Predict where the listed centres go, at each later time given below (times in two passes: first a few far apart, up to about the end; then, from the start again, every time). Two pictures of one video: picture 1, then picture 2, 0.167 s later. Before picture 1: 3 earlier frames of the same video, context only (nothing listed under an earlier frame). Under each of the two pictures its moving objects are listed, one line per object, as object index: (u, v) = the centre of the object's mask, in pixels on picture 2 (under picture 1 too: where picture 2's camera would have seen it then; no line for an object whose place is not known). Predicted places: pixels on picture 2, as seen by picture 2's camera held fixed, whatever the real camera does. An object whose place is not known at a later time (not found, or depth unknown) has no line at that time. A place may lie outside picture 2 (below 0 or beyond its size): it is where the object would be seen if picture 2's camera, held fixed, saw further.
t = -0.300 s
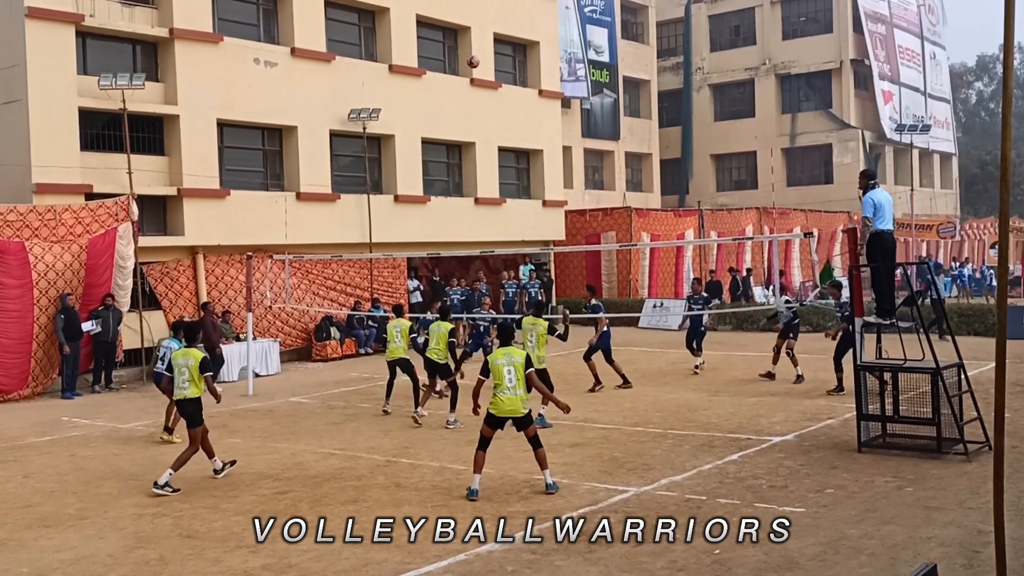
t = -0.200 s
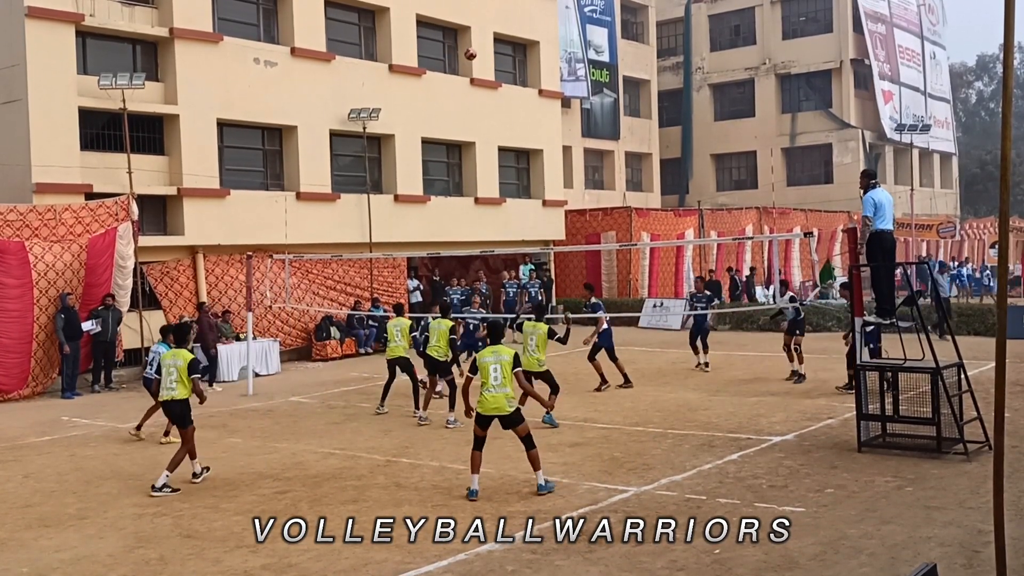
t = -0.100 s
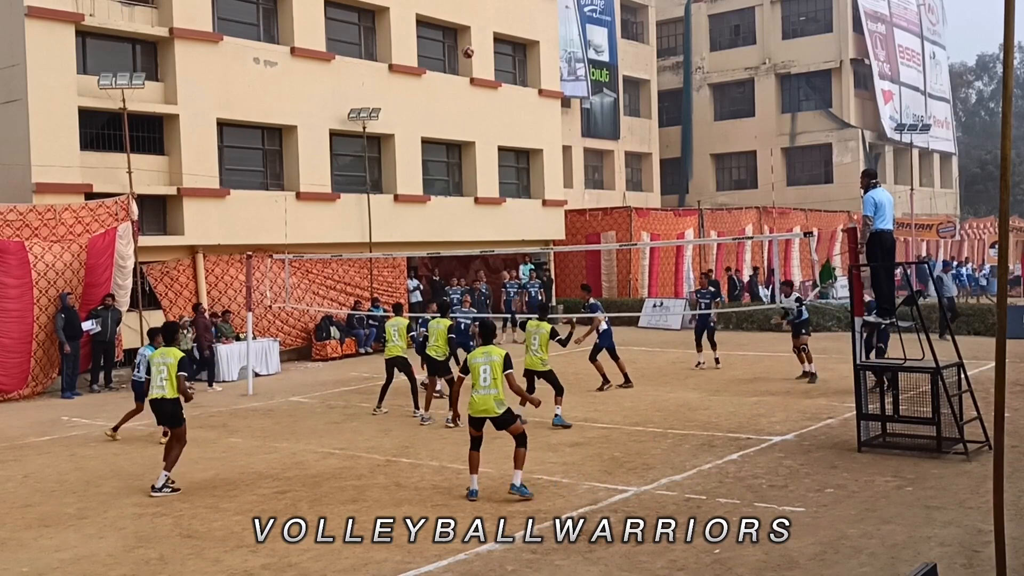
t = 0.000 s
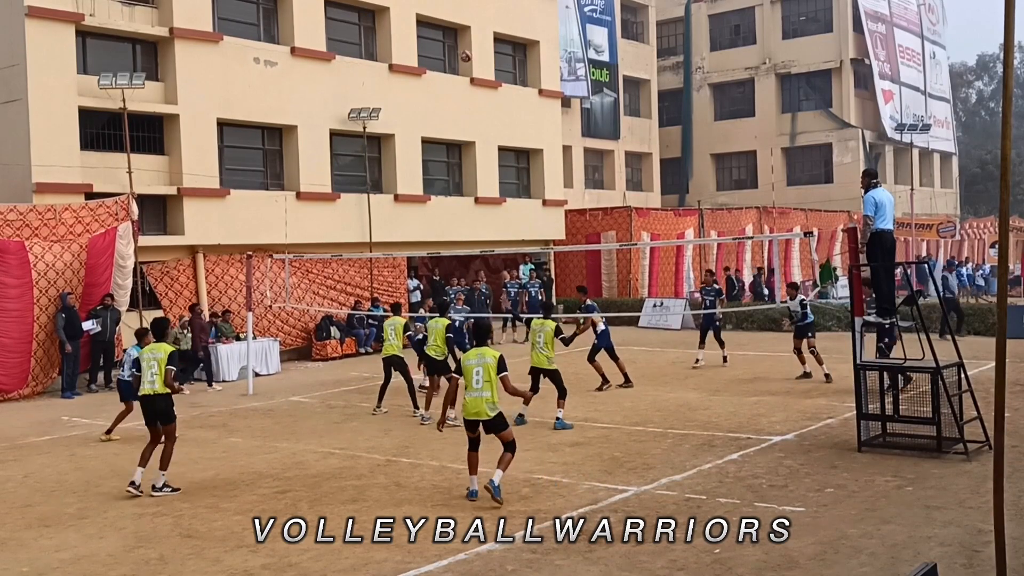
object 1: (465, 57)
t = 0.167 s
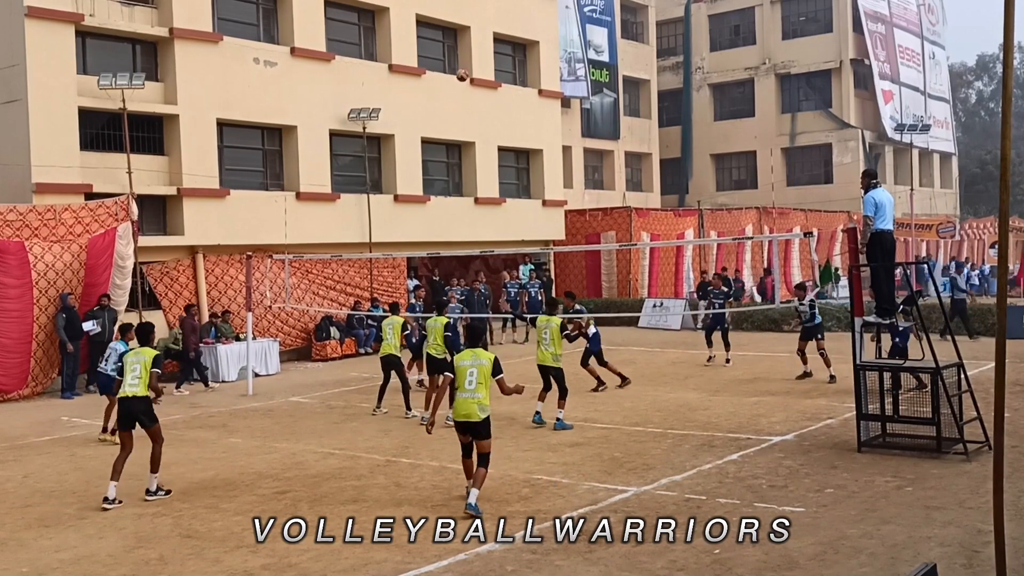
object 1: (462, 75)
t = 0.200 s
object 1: (461, 81)
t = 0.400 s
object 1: (459, 127)
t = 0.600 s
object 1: (459, 193)
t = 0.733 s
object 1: (459, 246)
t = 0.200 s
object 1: (461, 81)
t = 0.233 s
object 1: (461, 87)
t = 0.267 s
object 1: (461, 94)
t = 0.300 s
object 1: (460, 102)
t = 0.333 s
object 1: (460, 110)
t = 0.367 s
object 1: (460, 118)
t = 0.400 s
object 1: (459, 127)
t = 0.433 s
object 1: (459, 137)
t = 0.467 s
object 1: (459, 146)
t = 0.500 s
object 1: (459, 157)
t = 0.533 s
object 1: (459, 168)
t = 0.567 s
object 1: (459, 180)
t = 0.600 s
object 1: (459, 193)
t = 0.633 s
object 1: (459, 206)
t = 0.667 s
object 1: (458, 219)
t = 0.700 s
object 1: (458, 233)
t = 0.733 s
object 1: (459, 246)
